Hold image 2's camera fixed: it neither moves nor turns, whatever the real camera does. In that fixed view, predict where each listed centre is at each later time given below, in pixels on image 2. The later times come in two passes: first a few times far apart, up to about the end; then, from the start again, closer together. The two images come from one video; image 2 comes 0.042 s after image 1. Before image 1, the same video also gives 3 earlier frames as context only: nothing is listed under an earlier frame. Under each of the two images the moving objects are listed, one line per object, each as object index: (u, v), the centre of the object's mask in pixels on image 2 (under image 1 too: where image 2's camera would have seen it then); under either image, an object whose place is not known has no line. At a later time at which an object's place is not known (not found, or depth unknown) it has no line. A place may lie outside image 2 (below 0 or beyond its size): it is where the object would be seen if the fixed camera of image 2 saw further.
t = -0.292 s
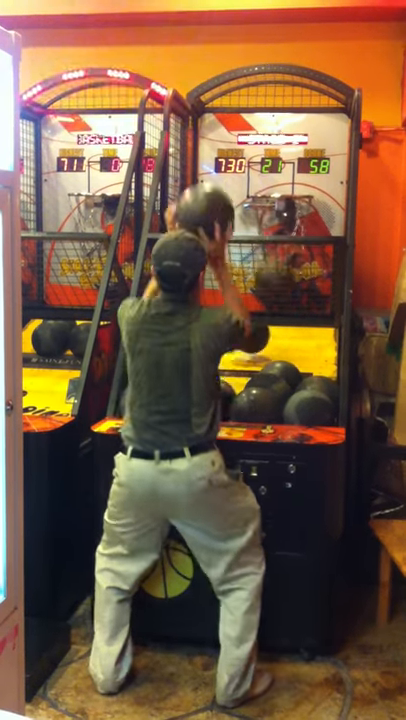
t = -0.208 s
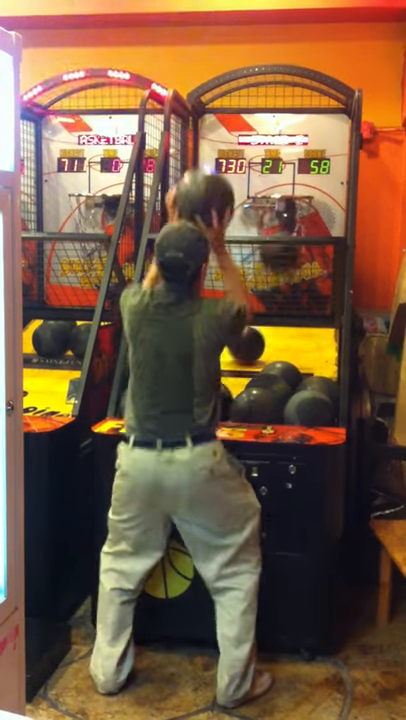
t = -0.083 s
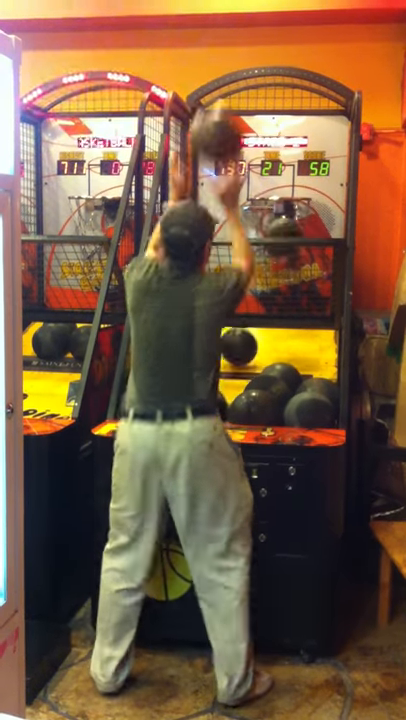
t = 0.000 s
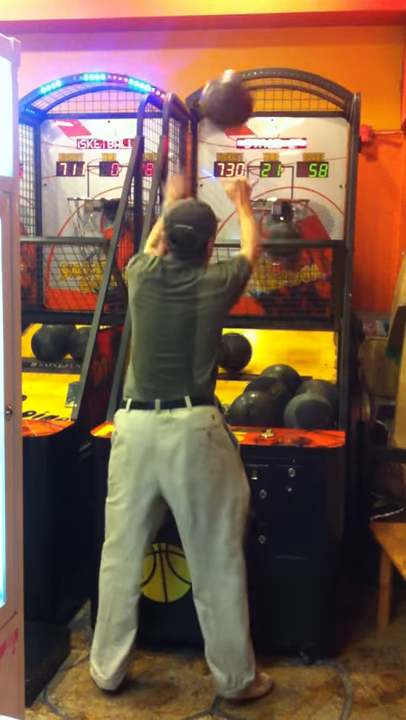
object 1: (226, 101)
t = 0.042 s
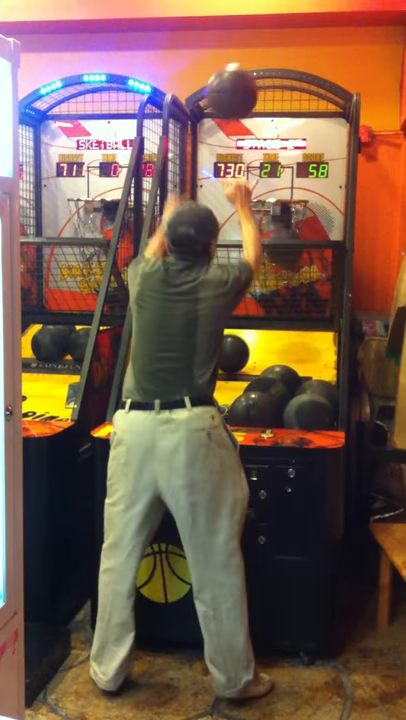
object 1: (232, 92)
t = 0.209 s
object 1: (247, 94)
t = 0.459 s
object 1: (266, 192)
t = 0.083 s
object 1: (236, 87)
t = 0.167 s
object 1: (244, 88)
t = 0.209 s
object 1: (247, 94)
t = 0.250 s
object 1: (251, 101)
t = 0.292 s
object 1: (255, 114)
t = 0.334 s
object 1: (257, 130)
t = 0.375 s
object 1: (262, 150)
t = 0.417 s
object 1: (263, 168)
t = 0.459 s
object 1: (266, 192)
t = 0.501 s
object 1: (265, 217)
